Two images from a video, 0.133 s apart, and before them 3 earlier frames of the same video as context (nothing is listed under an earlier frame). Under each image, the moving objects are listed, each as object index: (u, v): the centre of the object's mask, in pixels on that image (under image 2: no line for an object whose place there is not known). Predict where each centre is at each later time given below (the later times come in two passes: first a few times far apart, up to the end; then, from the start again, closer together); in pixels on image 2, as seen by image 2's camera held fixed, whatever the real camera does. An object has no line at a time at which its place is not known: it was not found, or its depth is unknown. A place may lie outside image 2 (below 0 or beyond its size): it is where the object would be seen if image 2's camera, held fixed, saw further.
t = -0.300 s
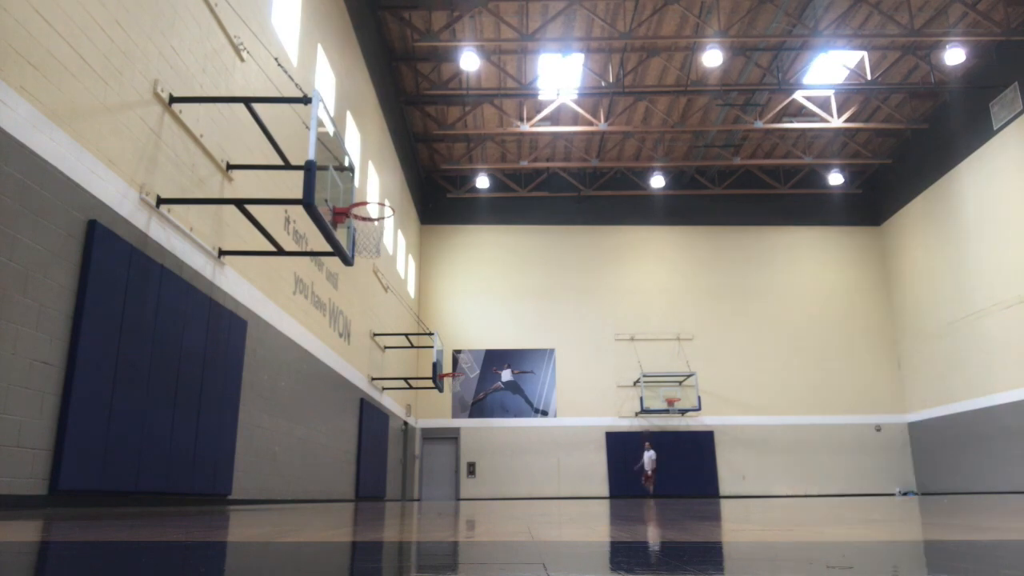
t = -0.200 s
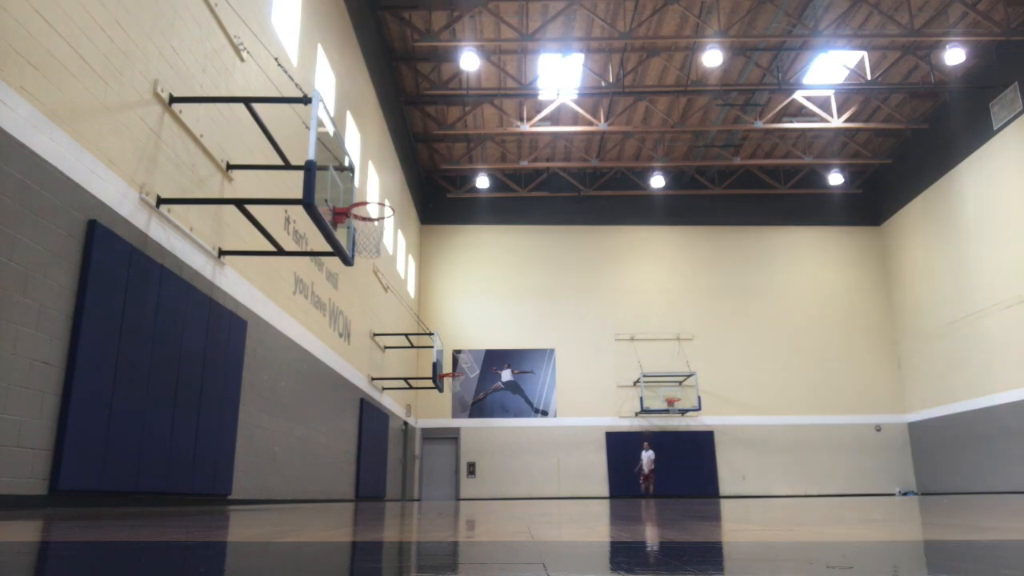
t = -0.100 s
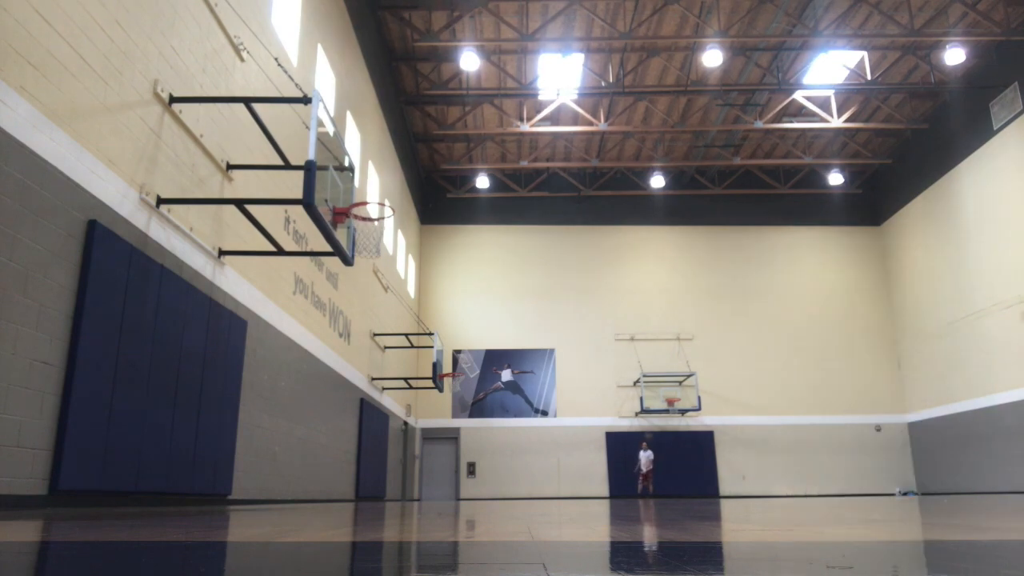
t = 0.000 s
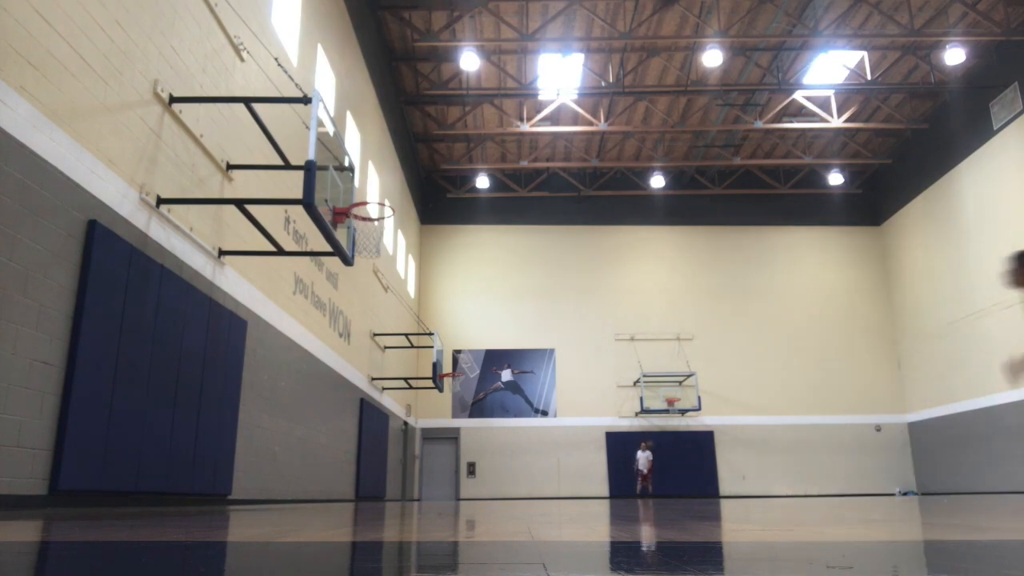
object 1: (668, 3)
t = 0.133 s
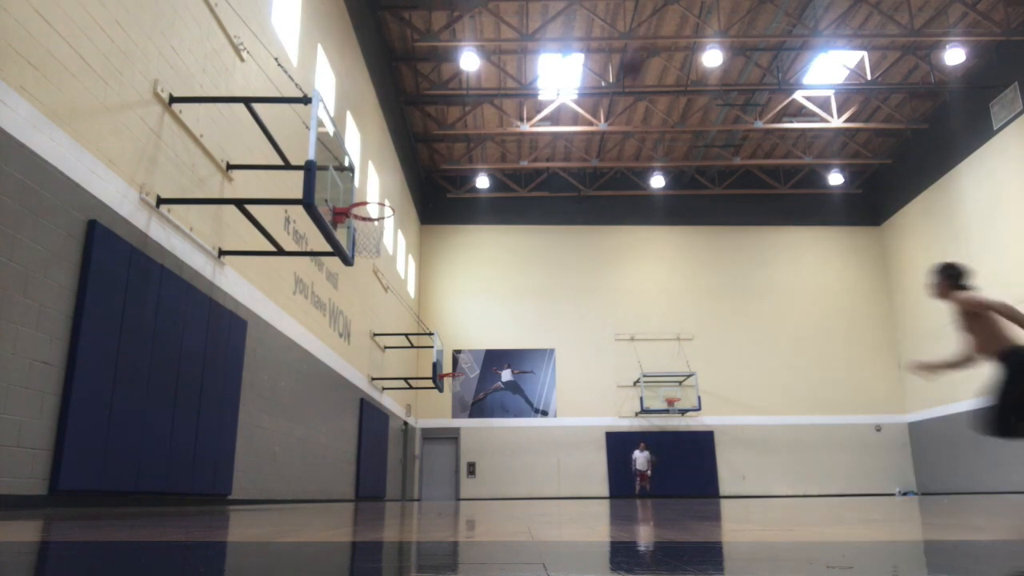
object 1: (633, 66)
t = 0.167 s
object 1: (623, 81)
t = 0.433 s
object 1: (552, 277)
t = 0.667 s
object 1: (495, 482)
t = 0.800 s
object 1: (486, 388)
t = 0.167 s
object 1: (623, 81)
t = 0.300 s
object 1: (587, 175)
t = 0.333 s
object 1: (576, 201)
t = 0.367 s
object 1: (569, 224)
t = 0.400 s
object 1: (560, 251)
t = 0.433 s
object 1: (552, 277)
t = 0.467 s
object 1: (544, 304)
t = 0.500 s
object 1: (536, 330)
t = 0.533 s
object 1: (527, 359)
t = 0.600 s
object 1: (510, 430)
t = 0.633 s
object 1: (502, 461)
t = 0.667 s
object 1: (495, 482)
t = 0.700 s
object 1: (493, 459)
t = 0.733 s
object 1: (490, 435)
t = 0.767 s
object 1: (487, 410)
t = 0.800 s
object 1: (486, 388)
